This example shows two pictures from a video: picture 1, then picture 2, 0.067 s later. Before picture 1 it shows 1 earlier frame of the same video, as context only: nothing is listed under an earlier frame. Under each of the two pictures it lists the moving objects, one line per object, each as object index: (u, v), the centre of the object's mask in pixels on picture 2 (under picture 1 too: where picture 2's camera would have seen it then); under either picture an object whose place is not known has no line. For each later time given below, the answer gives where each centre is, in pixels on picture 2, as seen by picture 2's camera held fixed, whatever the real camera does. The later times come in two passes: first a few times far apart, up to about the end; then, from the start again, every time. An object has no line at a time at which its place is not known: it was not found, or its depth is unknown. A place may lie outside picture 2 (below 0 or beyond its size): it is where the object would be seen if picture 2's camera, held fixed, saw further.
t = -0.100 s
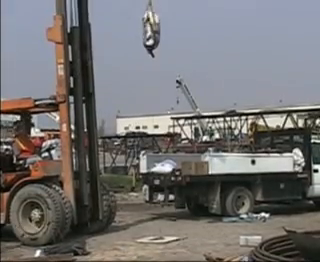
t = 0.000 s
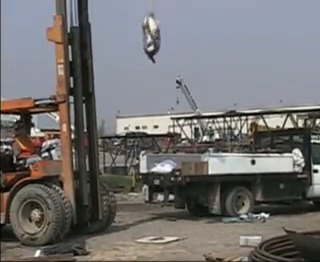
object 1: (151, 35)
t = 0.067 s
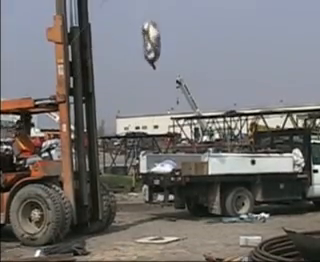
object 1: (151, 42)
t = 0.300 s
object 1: (152, 85)
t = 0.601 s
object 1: (154, 188)
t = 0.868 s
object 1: (150, 228)
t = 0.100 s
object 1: (151, 46)
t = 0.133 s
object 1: (151, 51)
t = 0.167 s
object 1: (151, 57)
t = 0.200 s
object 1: (152, 63)
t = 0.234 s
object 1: (152, 70)
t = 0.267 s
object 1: (152, 77)
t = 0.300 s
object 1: (152, 85)
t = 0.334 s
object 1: (152, 93)
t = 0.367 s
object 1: (153, 102)
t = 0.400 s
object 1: (153, 111)
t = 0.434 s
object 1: (153, 123)
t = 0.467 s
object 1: (153, 134)
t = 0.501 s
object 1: (153, 143)
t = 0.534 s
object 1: (153, 158)
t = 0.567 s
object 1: (153, 173)
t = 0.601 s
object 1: (154, 188)
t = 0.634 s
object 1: (155, 201)
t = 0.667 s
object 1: (154, 213)
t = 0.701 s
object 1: (154, 223)
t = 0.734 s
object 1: (154, 228)
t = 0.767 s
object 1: (153, 228)
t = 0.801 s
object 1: (152, 228)
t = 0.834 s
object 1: (151, 228)
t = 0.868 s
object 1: (150, 228)
